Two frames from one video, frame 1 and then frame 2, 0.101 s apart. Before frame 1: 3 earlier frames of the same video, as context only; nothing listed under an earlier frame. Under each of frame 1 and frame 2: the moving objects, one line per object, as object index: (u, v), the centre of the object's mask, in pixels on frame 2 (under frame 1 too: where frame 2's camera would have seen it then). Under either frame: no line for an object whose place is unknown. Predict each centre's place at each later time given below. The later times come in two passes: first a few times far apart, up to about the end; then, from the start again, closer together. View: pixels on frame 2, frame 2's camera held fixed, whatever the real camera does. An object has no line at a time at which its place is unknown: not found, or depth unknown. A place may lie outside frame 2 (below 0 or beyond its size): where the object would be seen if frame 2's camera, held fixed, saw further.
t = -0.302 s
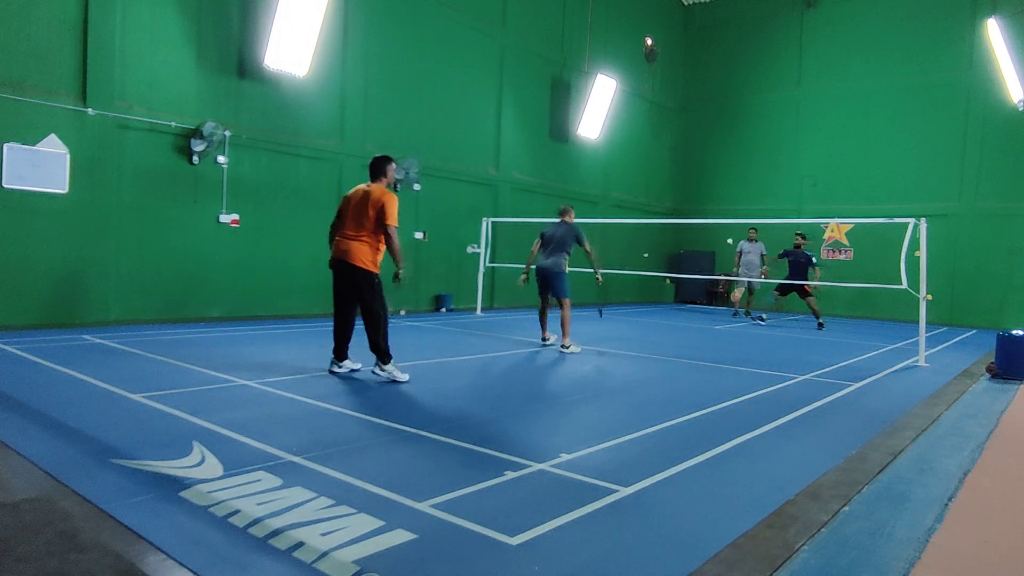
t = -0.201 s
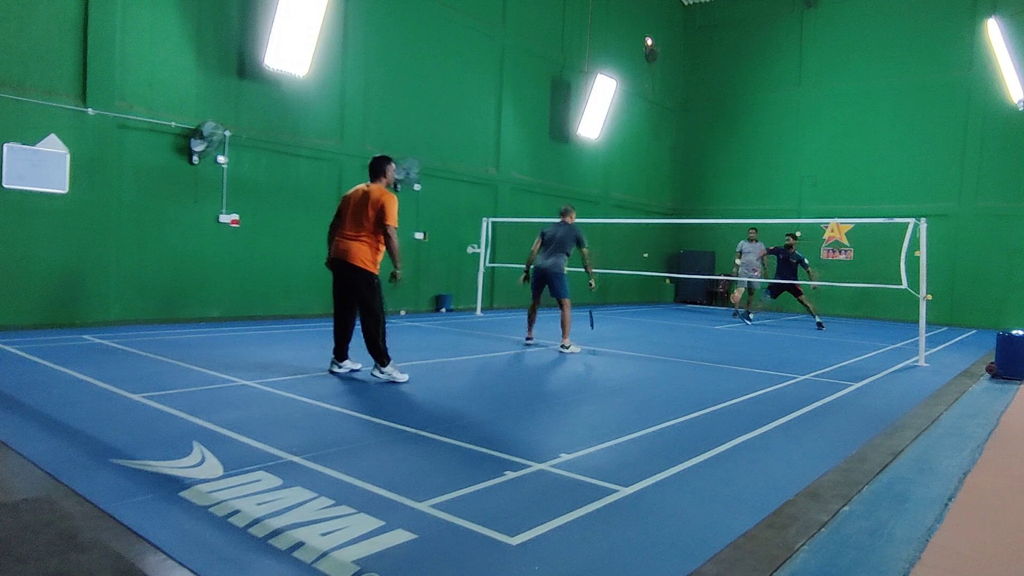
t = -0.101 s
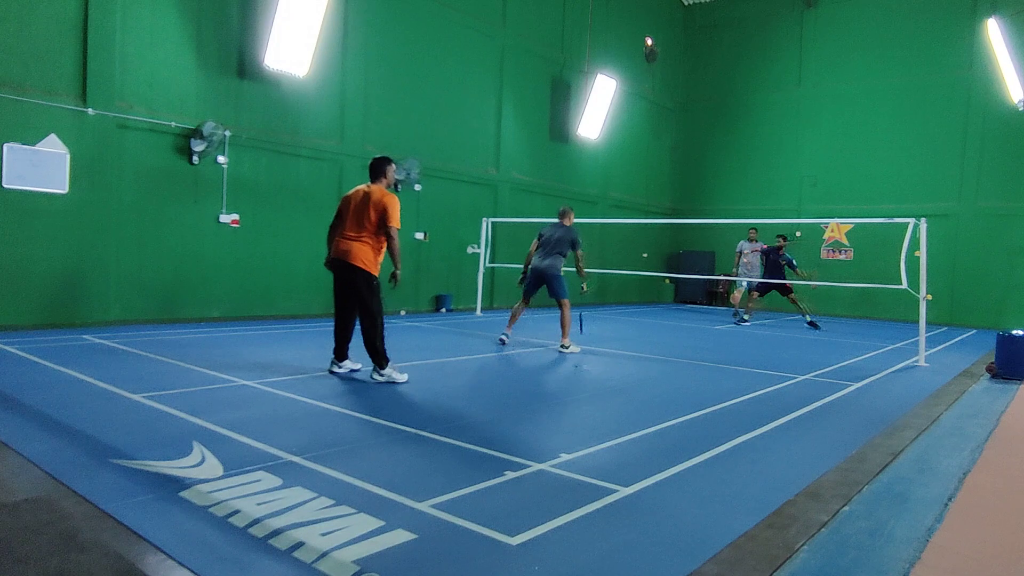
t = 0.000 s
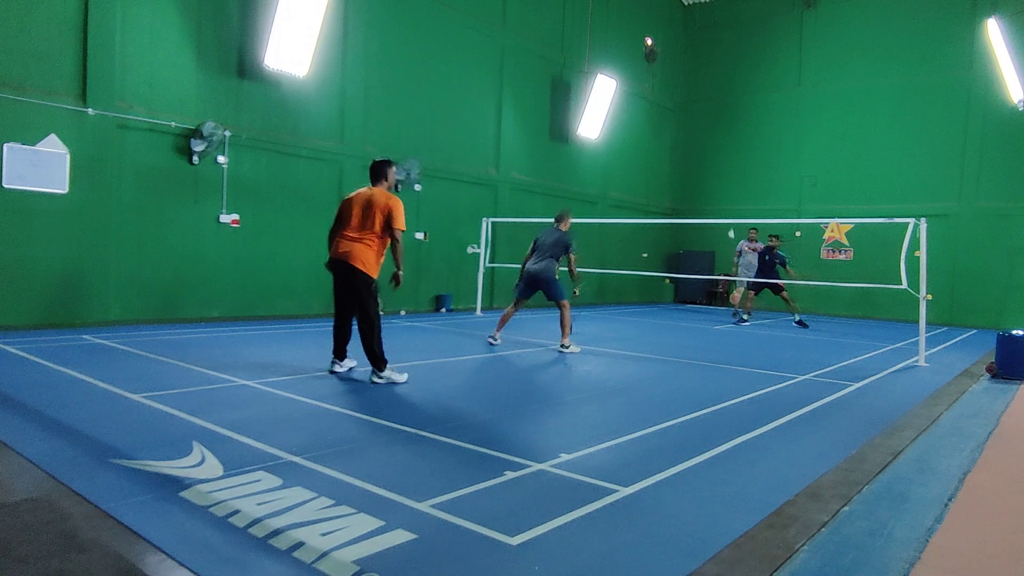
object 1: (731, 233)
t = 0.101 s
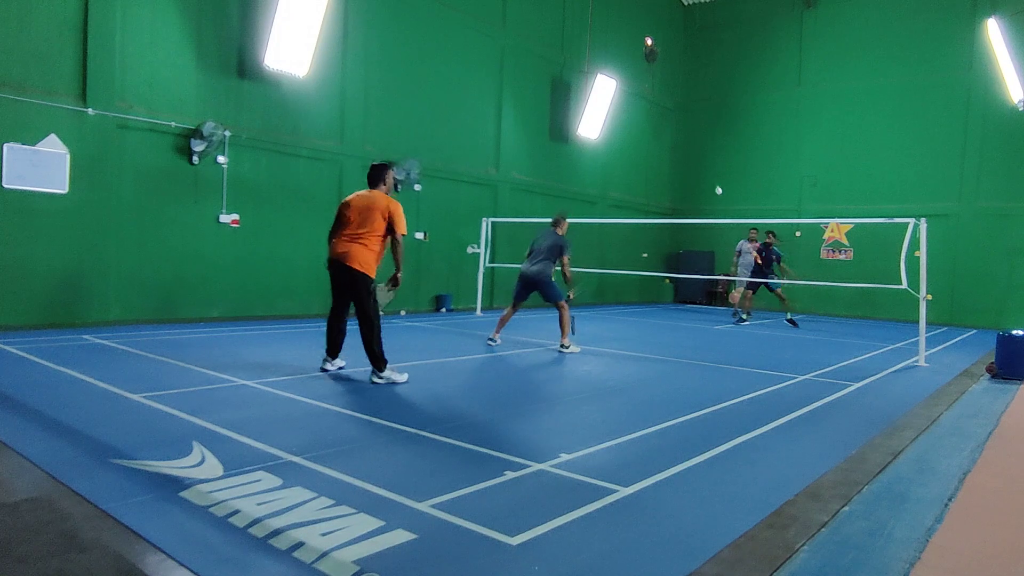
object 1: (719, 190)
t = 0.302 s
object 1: (690, 129)
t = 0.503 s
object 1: (657, 103)
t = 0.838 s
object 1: (595, 155)
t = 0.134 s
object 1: (713, 178)
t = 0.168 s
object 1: (709, 166)
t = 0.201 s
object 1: (704, 155)
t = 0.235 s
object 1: (699, 145)
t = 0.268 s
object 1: (695, 137)
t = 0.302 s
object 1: (690, 129)
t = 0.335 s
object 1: (684, 121)
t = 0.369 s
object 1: (679, 115)
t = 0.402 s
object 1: (674, 111)
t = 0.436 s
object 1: (668, 107)
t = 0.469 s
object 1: (663, 104)
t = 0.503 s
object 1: (657, 103)
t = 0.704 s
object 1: (622, 117)
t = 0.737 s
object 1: (615, 124)
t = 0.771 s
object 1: (609, 133)
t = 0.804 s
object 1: (602, 143)
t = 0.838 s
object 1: (595, 155)
